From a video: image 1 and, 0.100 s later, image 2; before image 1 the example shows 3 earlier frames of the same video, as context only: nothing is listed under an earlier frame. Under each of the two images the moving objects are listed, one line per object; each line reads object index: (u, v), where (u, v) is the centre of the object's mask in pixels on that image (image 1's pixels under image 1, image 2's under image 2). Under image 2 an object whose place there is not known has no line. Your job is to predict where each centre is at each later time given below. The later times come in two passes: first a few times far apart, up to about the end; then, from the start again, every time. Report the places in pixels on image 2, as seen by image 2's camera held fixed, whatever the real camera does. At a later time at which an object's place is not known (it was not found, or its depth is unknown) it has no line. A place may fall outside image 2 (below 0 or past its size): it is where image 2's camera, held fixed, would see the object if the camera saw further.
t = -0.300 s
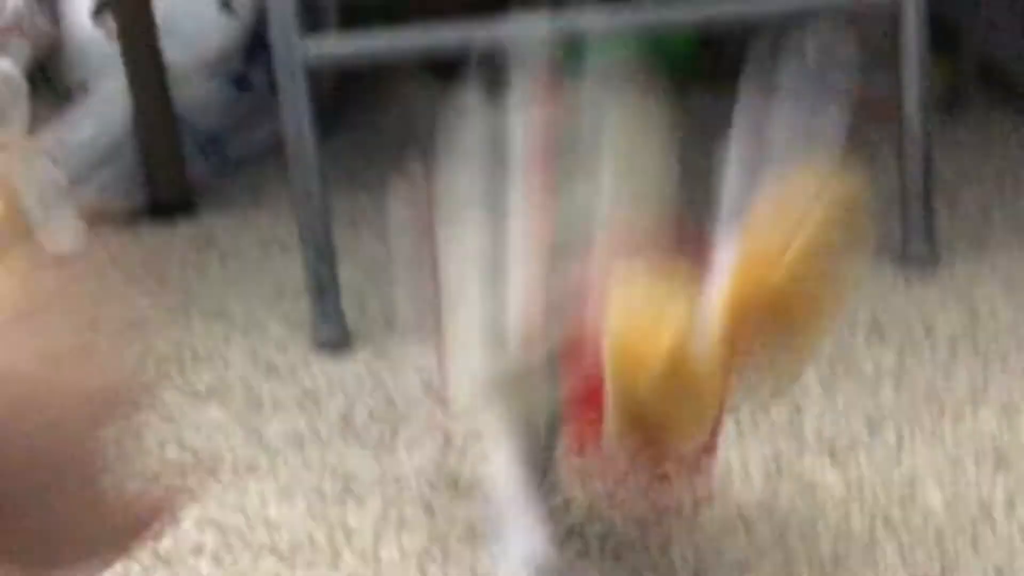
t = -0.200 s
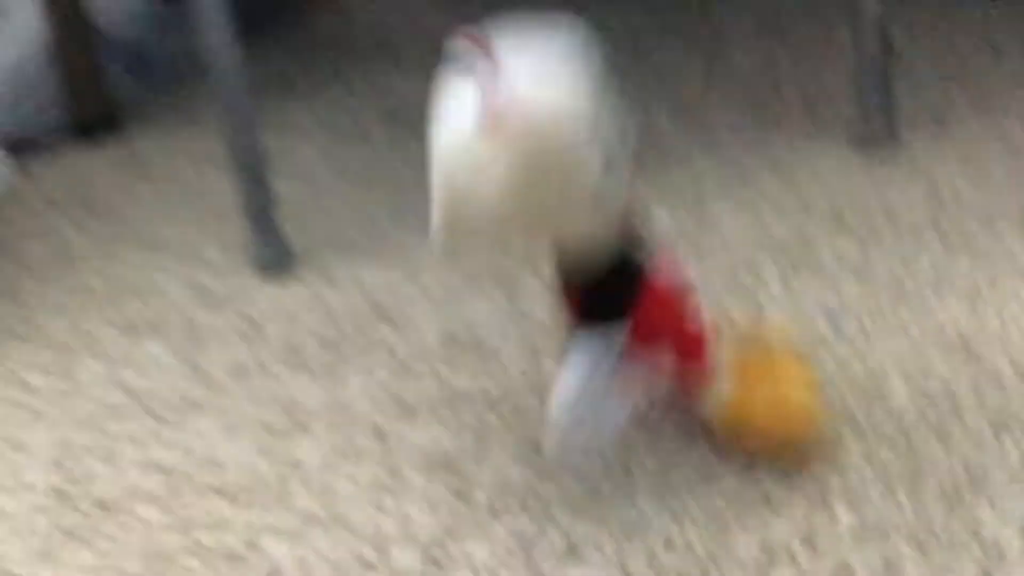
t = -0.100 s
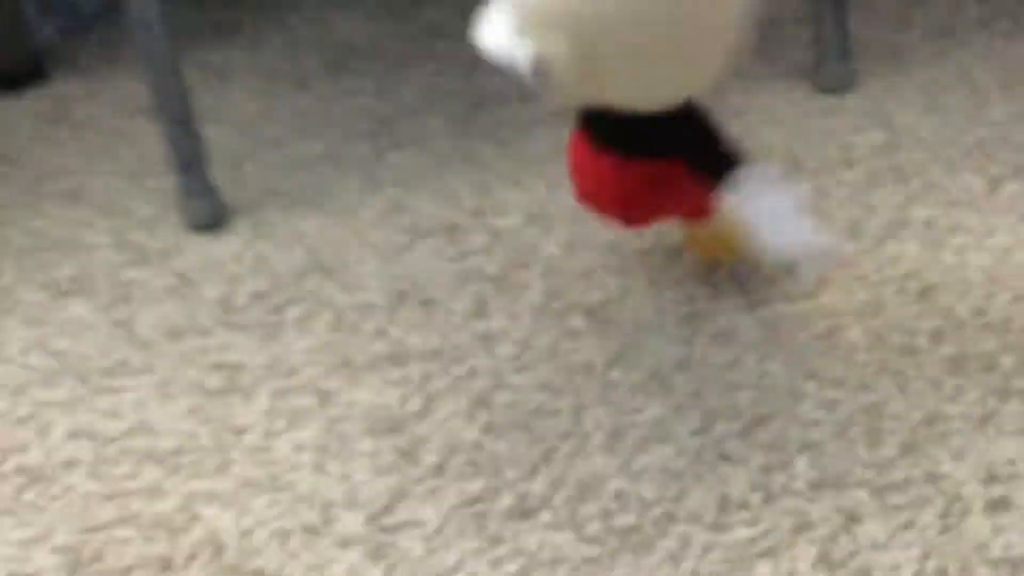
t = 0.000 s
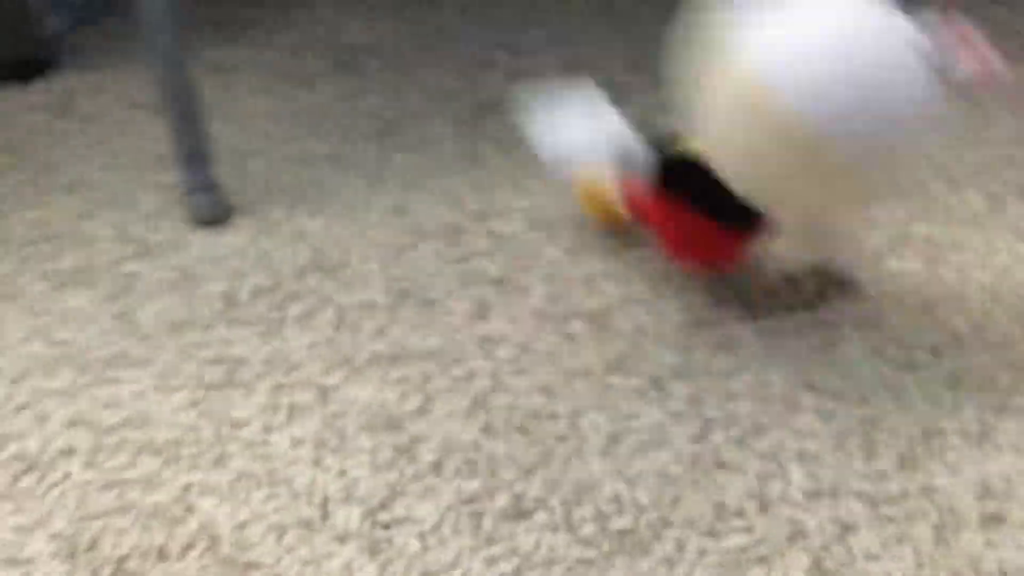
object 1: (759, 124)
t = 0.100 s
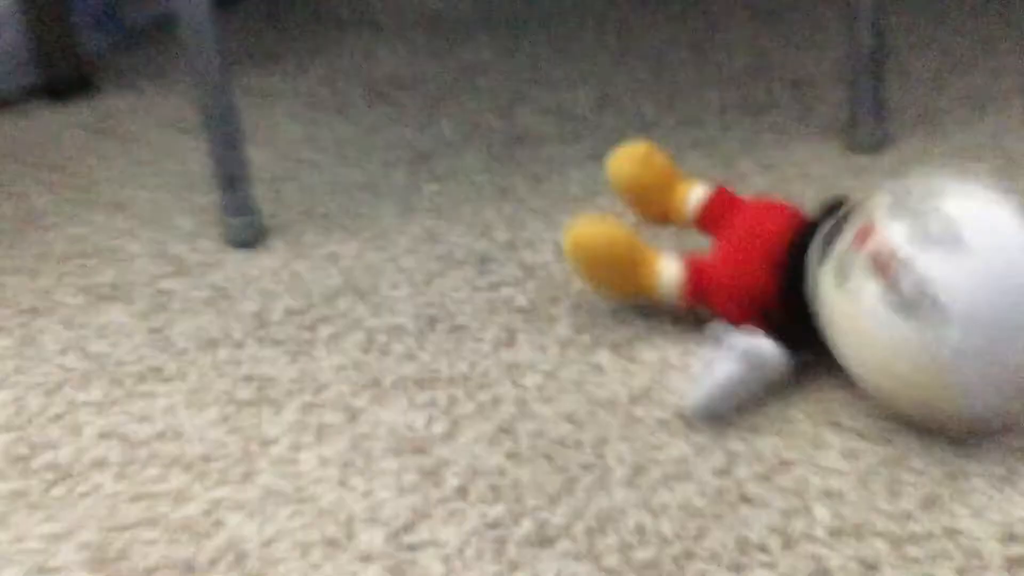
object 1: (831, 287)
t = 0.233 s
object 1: (816, 298)
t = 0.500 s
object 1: (830, 299)
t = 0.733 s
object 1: (832, 300)
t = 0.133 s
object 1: (823, 292)
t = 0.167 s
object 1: (820, 285)
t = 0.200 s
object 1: (817, 289)
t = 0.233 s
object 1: (816, 298)
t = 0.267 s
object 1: (819, 307)
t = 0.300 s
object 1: (825, 309)
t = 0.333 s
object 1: (831, 306)
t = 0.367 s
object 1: (835, 302)
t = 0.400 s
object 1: (831, 299)
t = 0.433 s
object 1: (832, 298)
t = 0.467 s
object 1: (834, 297)
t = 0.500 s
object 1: (830, 299)
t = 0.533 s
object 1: (828, 301)
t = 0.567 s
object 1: (831, 300)
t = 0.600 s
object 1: (832, 300)
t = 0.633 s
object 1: (831, 300)
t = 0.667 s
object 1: (831, 300)
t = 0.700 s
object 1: (831, 300)
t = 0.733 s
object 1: (832, 300)
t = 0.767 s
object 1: (833, 301)
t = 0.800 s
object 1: (835, 300)
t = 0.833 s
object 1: (836, 300)
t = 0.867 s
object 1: (837, 300)
